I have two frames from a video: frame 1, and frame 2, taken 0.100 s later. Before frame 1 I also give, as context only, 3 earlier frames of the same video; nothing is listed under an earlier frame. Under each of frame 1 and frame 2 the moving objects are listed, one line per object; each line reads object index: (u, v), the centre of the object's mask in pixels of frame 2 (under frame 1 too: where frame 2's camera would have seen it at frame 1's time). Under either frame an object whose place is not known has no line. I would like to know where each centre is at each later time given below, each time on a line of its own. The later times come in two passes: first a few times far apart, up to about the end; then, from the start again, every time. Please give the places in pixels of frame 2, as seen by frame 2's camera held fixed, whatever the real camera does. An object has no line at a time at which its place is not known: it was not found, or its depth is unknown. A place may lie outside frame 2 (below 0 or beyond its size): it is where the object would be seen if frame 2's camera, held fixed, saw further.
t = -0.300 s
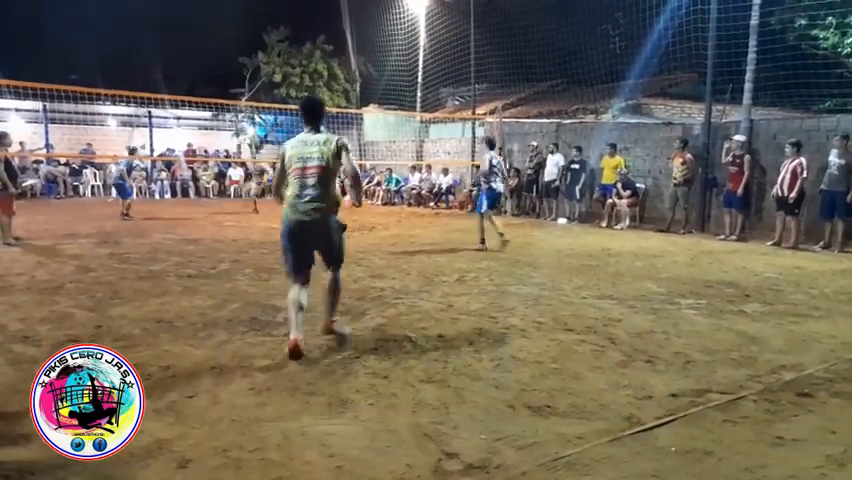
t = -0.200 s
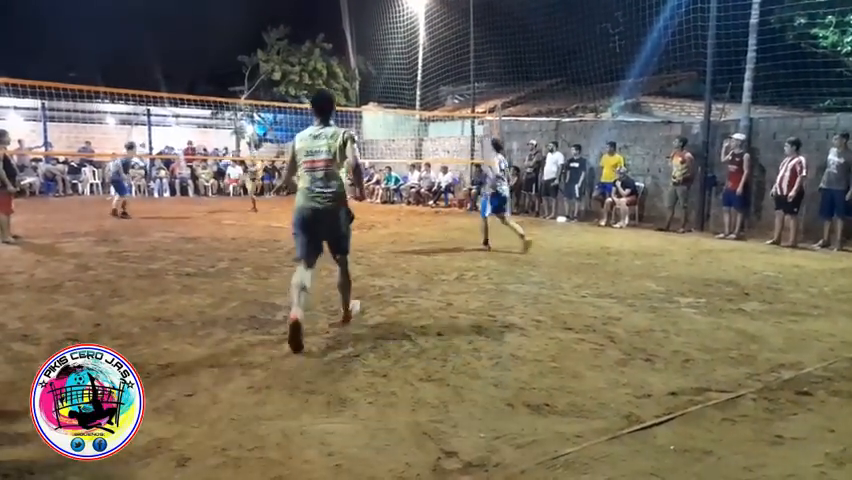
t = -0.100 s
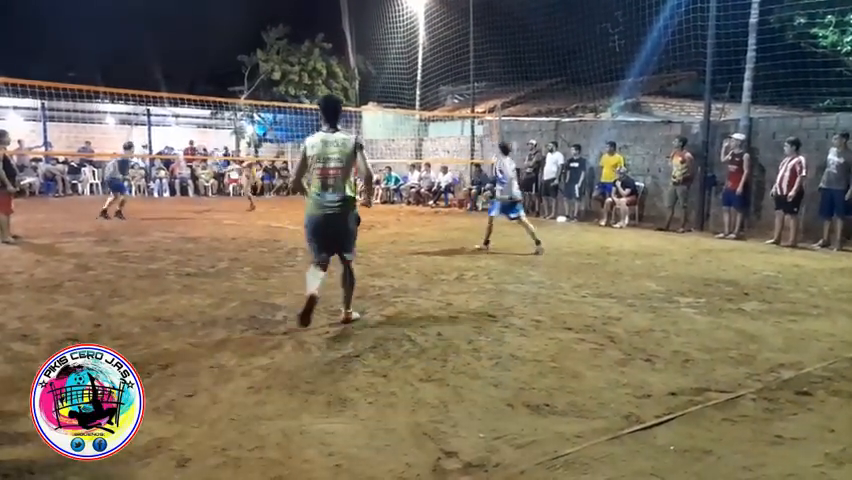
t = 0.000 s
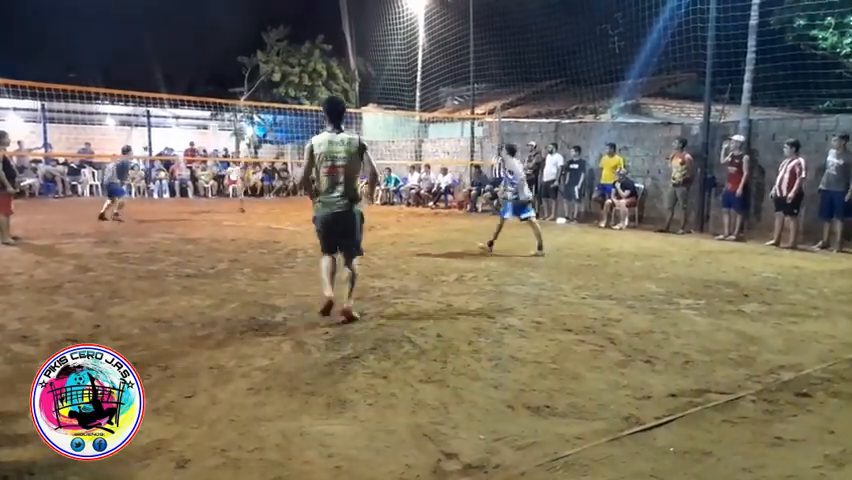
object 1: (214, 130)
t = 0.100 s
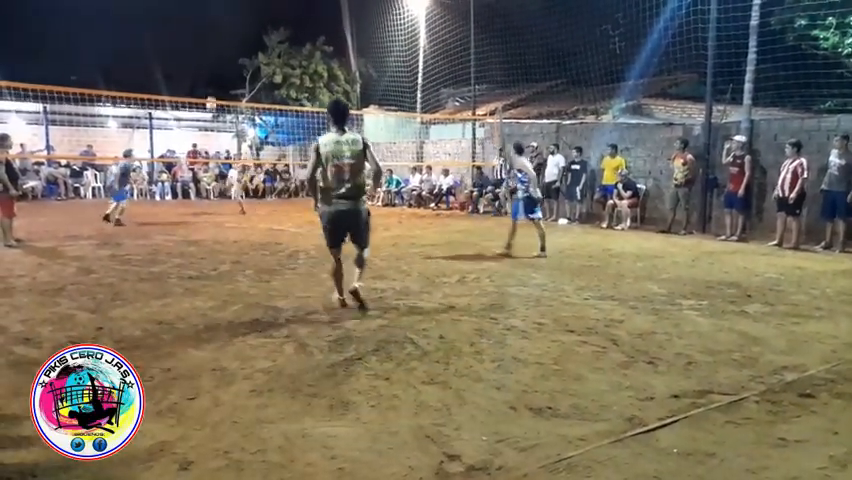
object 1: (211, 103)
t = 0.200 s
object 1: (206, 80)
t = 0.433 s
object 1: (196, 37)
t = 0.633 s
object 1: (187, 18)
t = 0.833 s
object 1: (179, 17)
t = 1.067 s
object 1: (169, 42)
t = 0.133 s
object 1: (209, 94)
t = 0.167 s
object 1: (208, 87)
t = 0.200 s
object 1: (206, 80)
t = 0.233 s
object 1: (205, 72)
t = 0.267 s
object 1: (203, 66)
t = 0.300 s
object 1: (202, 59)
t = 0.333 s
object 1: (201, 53)
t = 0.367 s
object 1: (199, 47)
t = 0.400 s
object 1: (198, 42)
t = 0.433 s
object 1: (196, 37)
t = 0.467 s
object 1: (195, 33)
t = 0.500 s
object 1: (193, 29)
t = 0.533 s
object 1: (192, 25)
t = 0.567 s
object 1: (190, 22)
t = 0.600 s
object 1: (189, 20)
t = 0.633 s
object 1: (187, 18)
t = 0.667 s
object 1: (186, 16)
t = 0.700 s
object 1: (185, 15)
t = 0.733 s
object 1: (183, 15)
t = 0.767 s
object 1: (182, 15)
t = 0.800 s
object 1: (181, 16)
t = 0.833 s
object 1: (179, 17)
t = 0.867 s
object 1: (177, 18)
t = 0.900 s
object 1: (176, 21)
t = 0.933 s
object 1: (174, 24)
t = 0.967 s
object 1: (173, 27)
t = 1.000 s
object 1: (172, 32)
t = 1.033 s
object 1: (170, 36)
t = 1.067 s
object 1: (169, 42)
